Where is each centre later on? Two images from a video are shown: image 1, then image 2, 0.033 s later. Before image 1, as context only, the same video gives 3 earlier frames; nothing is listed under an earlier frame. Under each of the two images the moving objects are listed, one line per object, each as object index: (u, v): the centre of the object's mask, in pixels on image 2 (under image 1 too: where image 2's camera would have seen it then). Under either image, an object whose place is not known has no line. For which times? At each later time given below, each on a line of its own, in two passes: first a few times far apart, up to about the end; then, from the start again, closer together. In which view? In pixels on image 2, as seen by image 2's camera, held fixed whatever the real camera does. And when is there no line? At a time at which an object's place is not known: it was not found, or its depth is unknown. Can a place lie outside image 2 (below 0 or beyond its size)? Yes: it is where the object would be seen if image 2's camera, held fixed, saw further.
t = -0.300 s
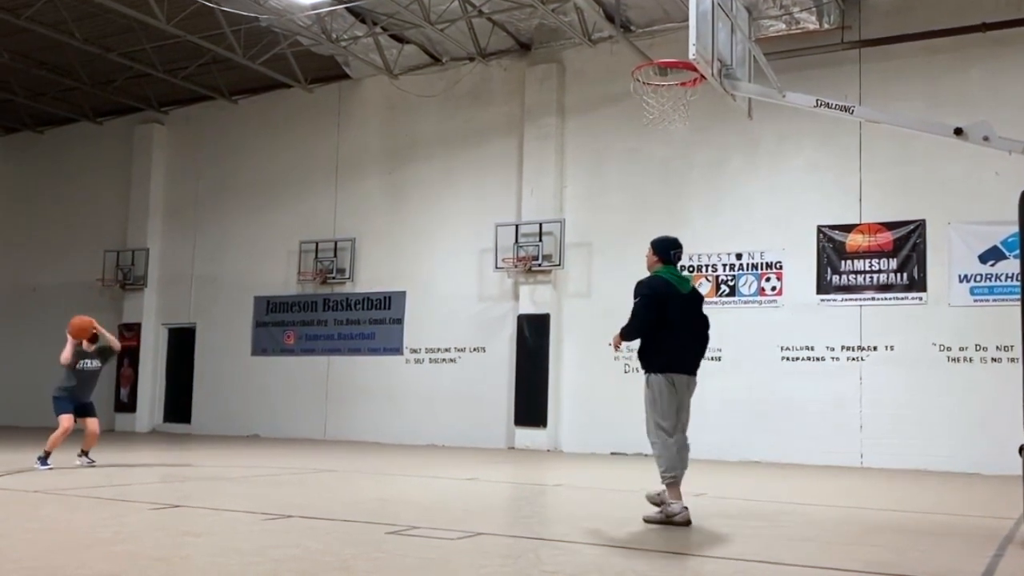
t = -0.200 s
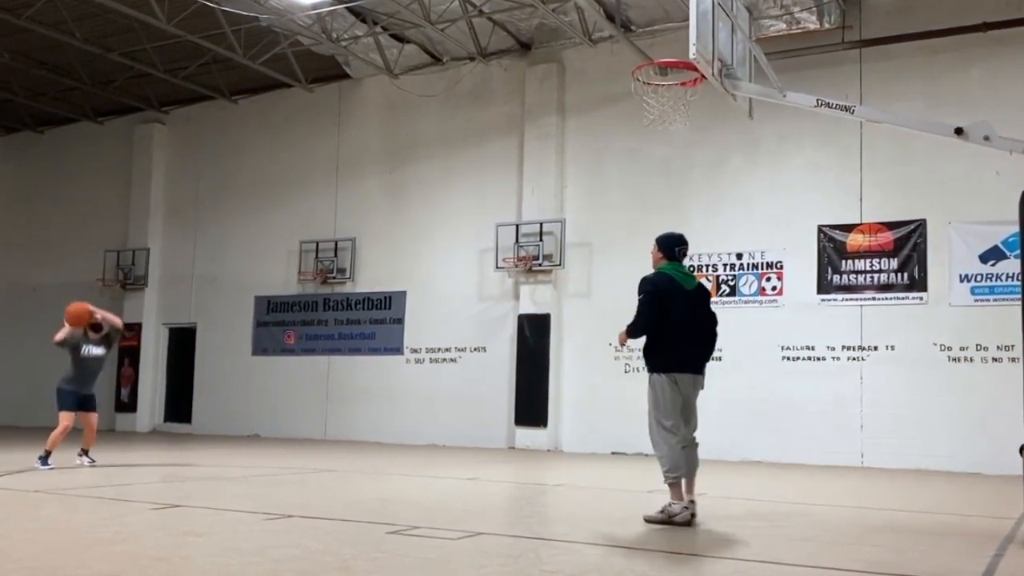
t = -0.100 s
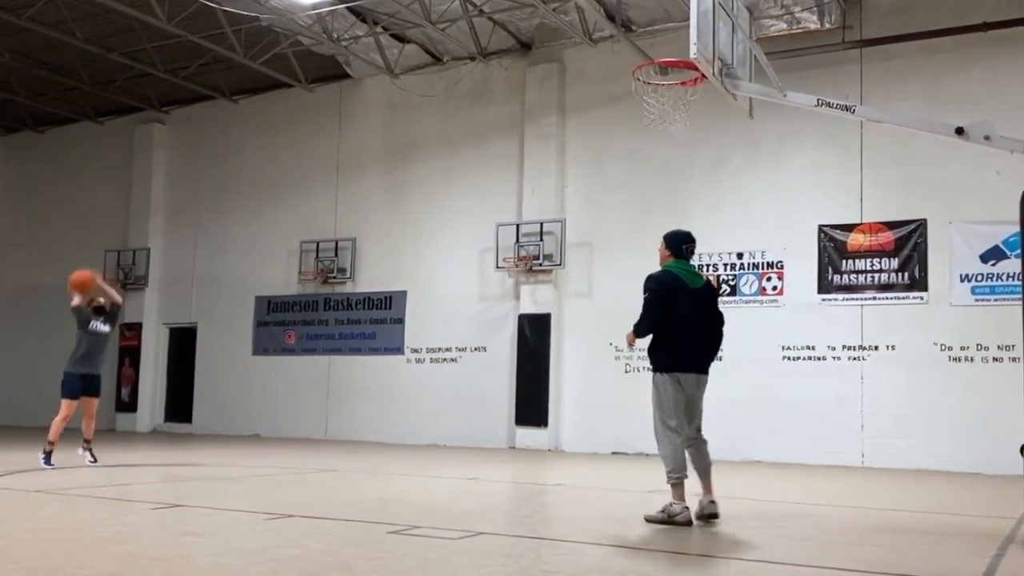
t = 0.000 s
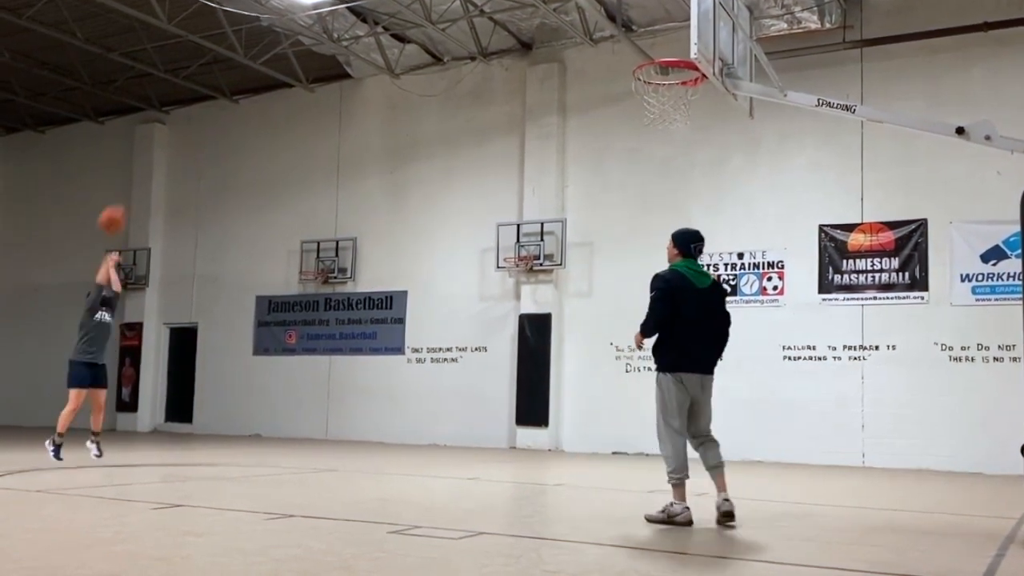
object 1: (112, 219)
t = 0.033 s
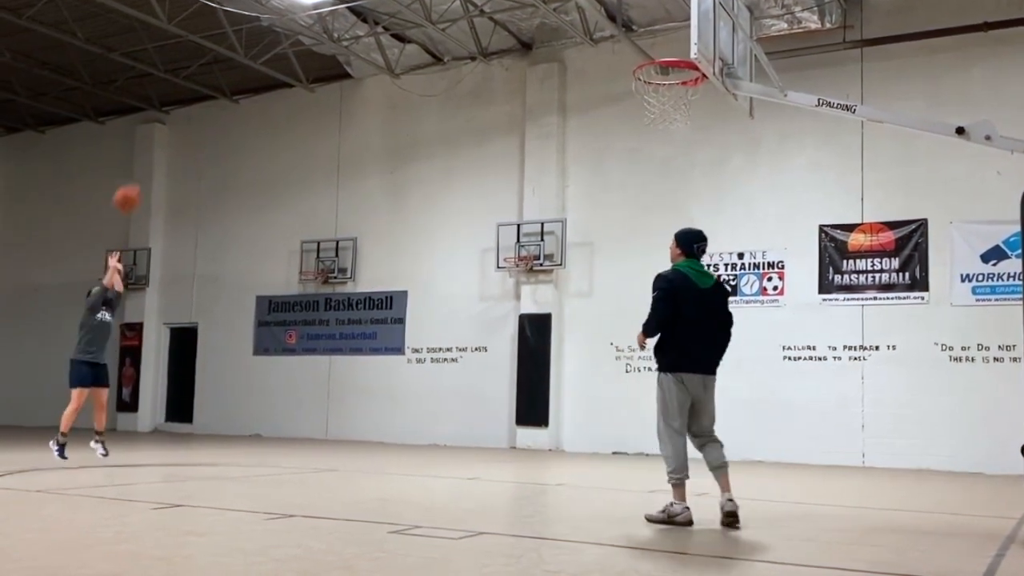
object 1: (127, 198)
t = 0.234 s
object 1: (216, 89)
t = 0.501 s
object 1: (342, 7)
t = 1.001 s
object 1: (616, 44)
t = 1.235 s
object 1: (675, 51)
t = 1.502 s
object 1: (629, 51)
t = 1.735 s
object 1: (602, 94)
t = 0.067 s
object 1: (141, 177)
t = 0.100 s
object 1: (156, 158)
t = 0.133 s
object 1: (171, 140)
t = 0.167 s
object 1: (186, 122)
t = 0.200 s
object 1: (201, 105)
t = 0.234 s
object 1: (216, 89)
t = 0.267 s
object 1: (231, 75)
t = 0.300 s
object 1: (246, 62)
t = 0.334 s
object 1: (262, 49)
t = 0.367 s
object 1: (276, 37)
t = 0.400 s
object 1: (291, 27)
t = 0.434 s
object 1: (308, 19)
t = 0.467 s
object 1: (325, 11)
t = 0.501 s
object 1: (342, 7)
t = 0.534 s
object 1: (357, 3)
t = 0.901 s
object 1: (555, 12)
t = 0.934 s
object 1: (575, 19)
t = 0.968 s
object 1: (595, 31)
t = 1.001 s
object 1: (616, 44)
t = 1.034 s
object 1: (635, 56)
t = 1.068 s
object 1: (650, 65)
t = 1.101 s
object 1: (661, 64)
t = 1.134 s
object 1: (672, 65)
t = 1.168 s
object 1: (685, 70)
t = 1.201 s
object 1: (683, 64)
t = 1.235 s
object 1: (675, 51)
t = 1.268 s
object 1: (668, 50)
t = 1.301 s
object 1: (658, 49)
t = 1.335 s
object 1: (648, 50)
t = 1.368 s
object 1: (641, 52)
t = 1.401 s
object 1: (639, 51)
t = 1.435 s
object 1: (636, 51)
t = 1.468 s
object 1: (632, 51)
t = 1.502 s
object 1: (629, 51)
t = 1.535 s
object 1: (625, 53)
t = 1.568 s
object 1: (621, 56)
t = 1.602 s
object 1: (617, 61)
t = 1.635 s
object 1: (614, 67)
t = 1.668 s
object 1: (610, 74)
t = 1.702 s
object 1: (606, 84)
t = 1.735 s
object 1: (602, 94)
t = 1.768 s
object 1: (598, 107)
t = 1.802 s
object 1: (594, 121)
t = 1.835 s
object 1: (590, 136)
